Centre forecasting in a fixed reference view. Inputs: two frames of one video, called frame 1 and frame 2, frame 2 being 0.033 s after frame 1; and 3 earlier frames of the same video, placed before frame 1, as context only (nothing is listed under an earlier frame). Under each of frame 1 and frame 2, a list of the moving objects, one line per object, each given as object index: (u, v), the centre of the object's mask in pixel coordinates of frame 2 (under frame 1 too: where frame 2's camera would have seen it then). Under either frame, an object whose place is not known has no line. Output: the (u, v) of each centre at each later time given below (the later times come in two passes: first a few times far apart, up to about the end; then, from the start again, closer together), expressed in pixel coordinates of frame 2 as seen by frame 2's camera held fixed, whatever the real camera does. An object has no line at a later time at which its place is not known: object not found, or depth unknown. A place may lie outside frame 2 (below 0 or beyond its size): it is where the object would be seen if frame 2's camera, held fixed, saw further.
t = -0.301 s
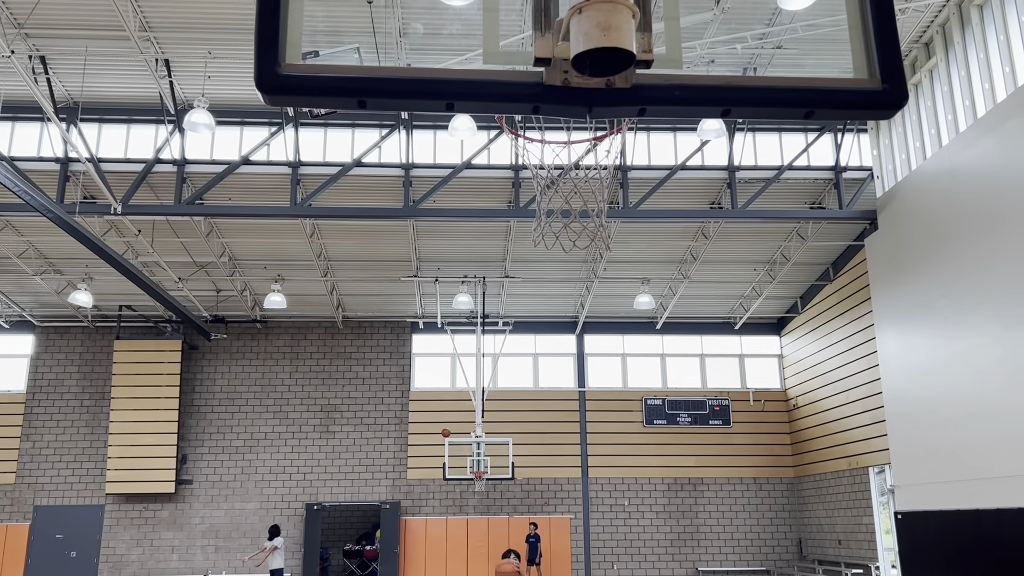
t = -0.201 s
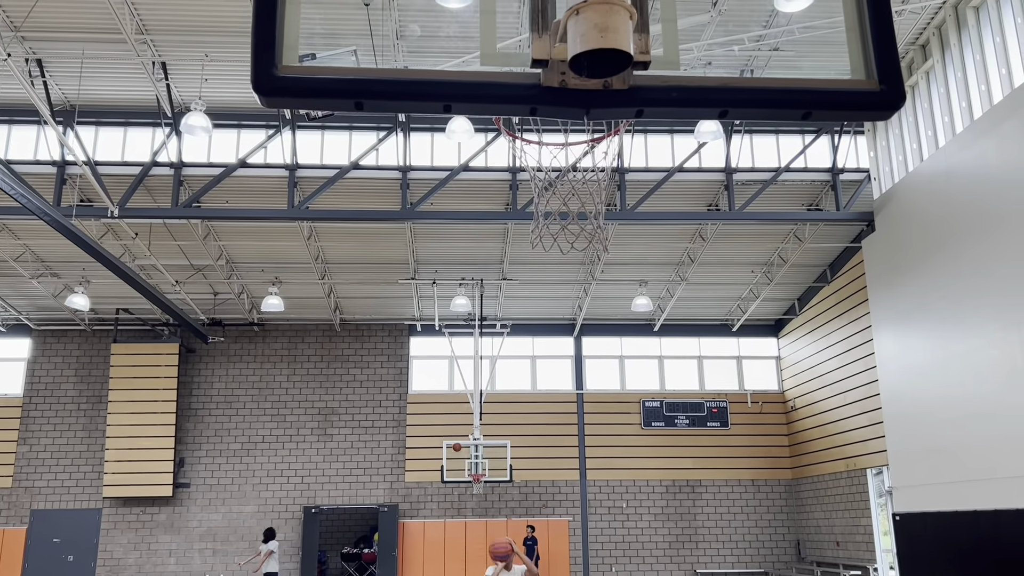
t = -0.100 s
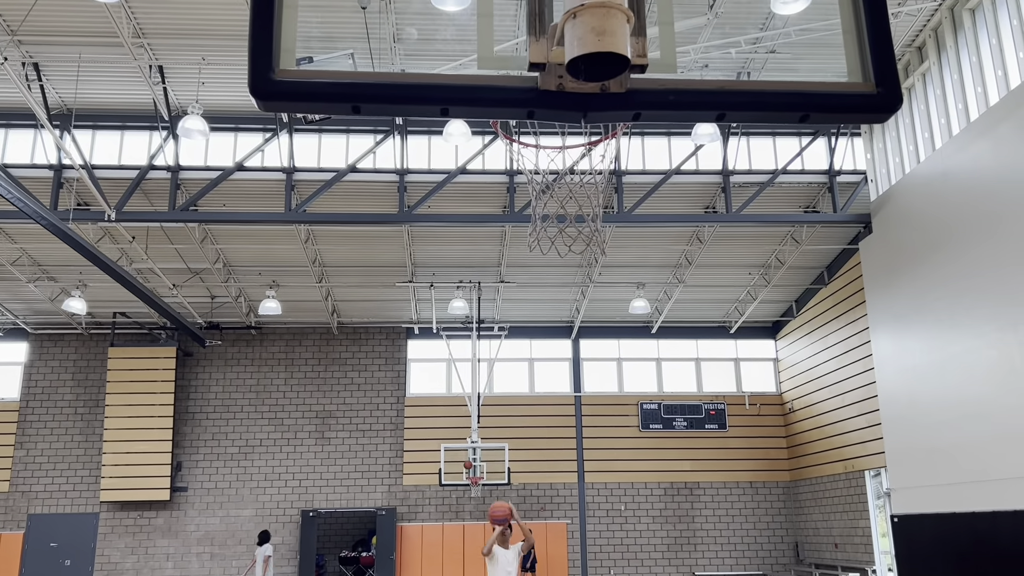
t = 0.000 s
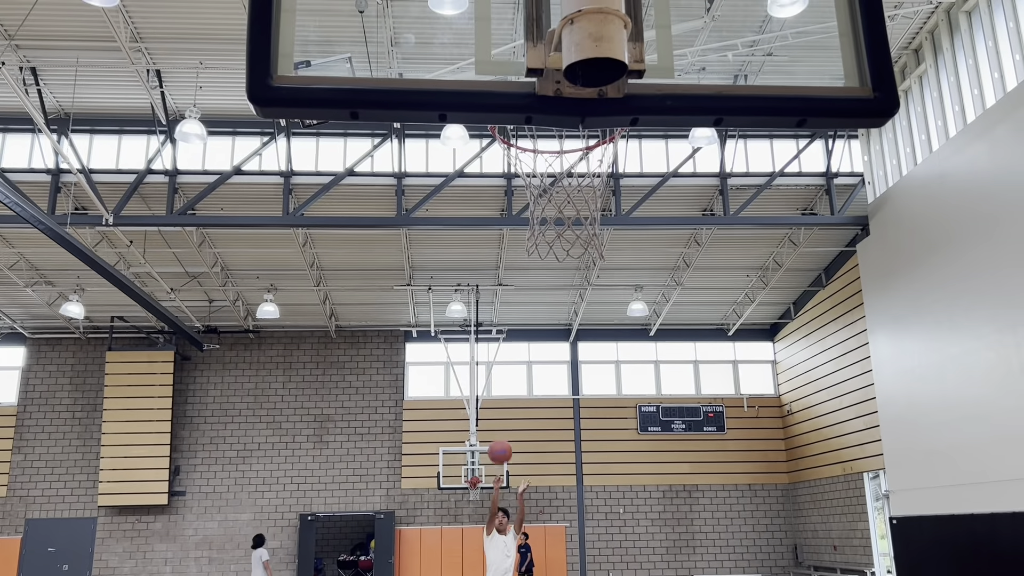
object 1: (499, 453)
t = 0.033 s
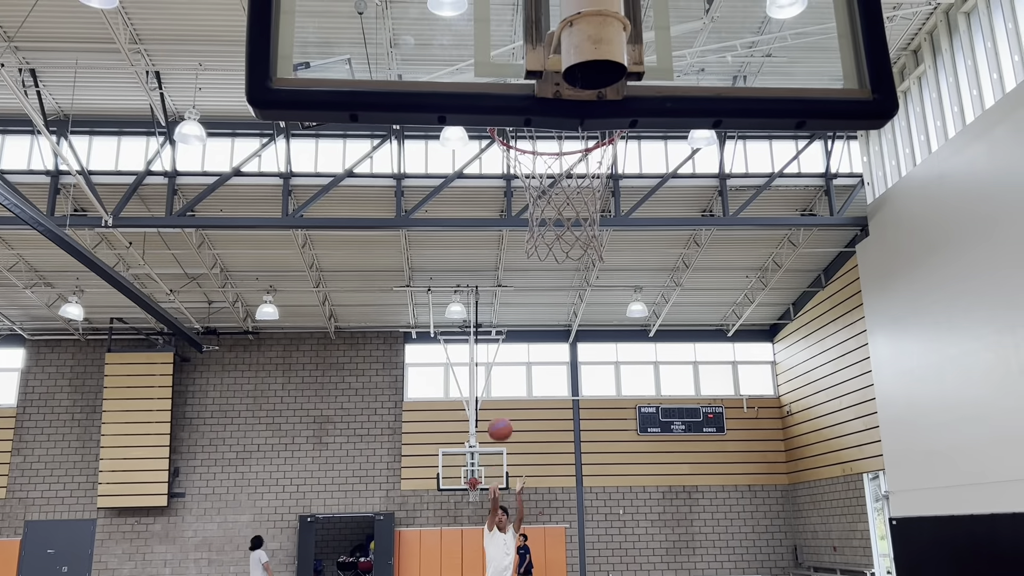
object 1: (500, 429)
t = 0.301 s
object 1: (505, 260)
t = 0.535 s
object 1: (513, 148)
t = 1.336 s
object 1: (531, 226)
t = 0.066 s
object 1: (501, 406)
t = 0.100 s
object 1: (501, 383)
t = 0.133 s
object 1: (502, 361)
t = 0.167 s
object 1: (502, 339)
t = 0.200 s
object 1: (503, 319)
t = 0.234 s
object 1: (504, 298)
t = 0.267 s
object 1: (504, 279)
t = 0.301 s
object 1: (505, 260)
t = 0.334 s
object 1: (506, 241)
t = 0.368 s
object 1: (508, 224)
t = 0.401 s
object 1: (508, 207)
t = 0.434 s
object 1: (508, 191)
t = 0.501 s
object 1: (512, 159)
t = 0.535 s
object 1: (513, 148)
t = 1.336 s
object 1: (531, 226)
